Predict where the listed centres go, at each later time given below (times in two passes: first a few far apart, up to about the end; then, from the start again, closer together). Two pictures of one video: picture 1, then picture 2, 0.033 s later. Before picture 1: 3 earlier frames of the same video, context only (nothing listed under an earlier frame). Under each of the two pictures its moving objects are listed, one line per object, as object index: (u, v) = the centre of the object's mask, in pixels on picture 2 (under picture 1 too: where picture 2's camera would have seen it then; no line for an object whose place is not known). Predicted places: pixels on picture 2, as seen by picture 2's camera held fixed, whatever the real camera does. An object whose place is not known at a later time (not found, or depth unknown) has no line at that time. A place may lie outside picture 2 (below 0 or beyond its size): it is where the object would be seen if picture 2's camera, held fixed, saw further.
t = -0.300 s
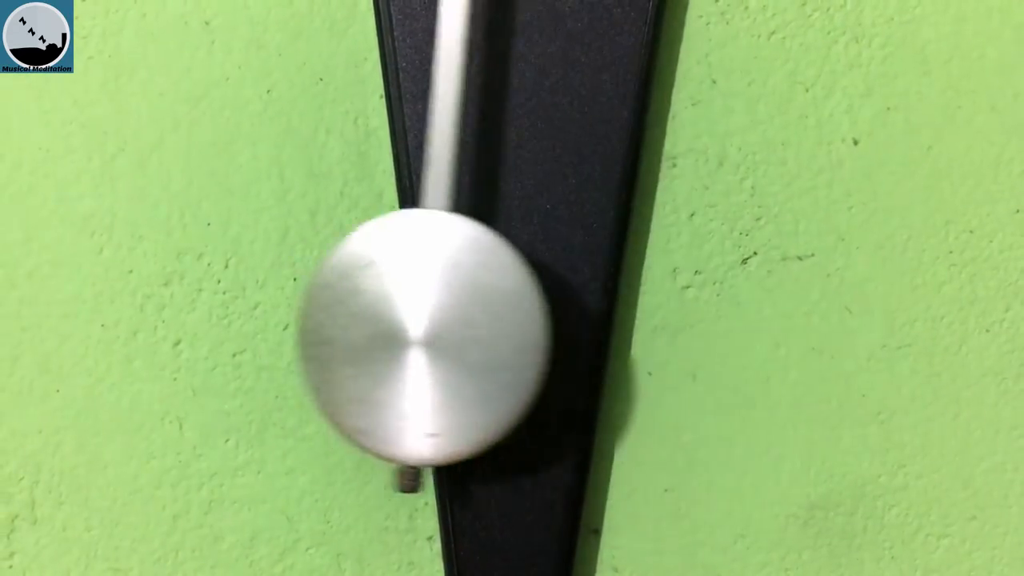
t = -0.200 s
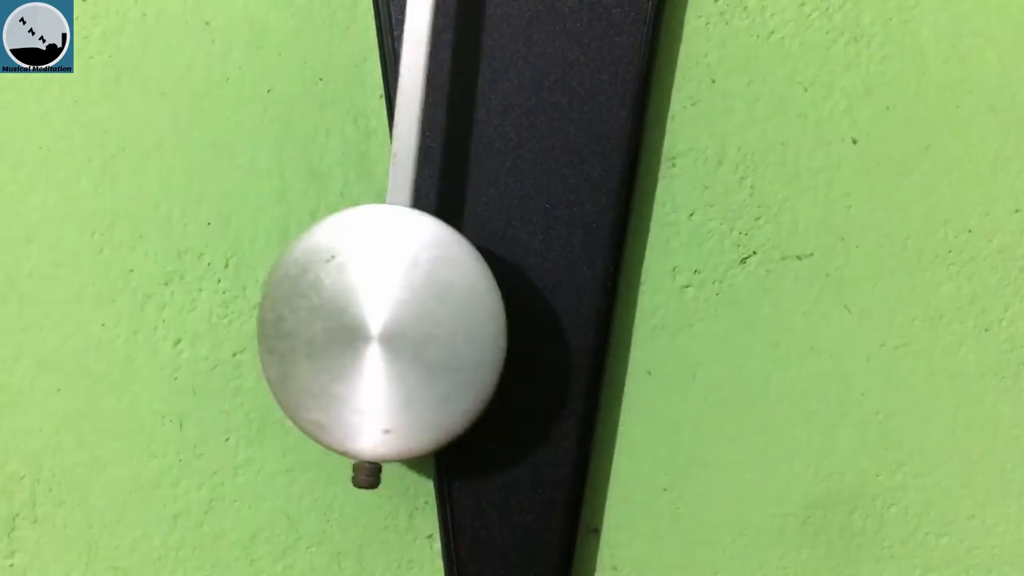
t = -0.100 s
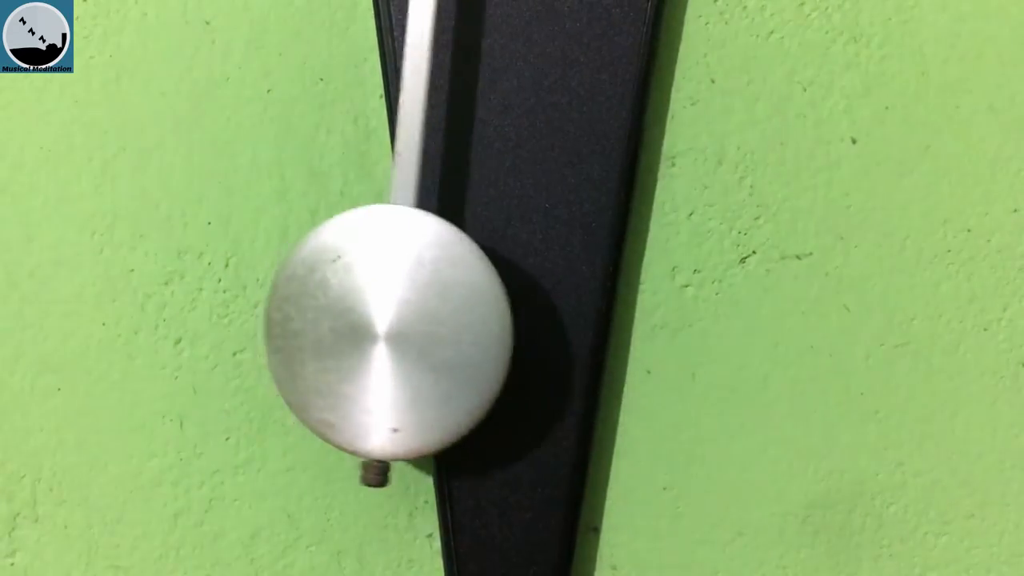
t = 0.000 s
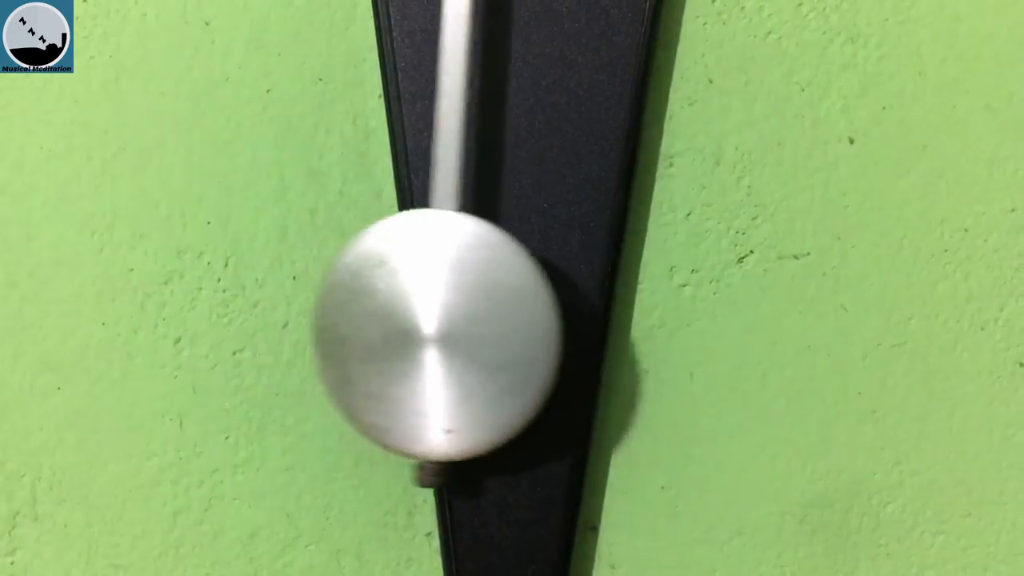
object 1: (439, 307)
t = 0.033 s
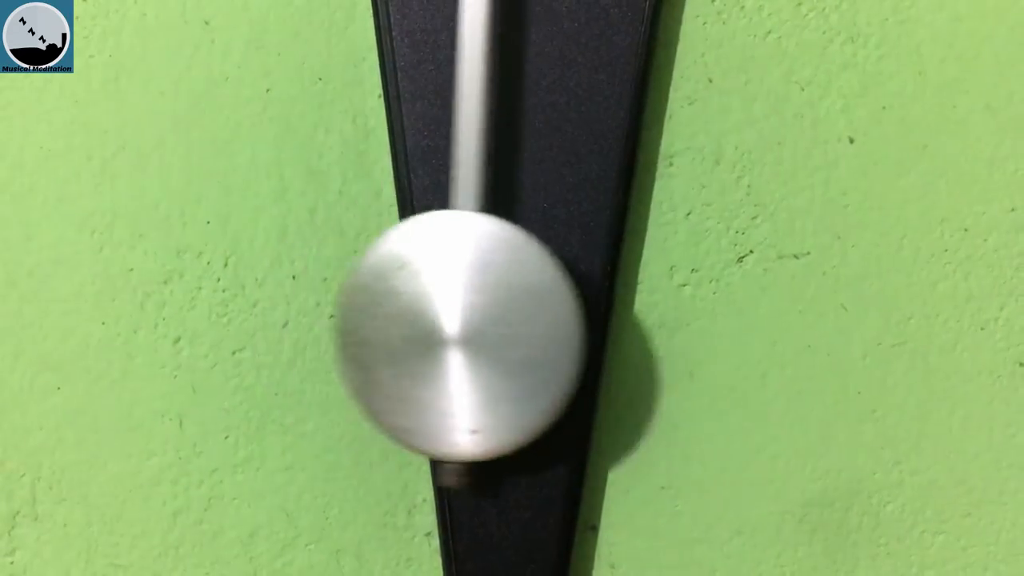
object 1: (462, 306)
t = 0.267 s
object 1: (638, 309)
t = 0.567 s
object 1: (649, 310)
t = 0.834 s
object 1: (455, 306)
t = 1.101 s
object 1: (402, 307)
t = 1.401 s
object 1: (604, 311)
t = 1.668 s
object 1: (674, 311)
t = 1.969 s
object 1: (485, 309)
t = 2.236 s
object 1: (392, 311)
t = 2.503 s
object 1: (547, 313)
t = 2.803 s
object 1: (680, 312)
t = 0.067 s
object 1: (487, 308)
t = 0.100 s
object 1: (513, 308)
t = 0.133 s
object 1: (538, 309)
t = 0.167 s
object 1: (565, 309)
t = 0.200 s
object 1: (591, 308)
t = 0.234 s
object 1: (616, 309)
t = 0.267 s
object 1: (638, 309)
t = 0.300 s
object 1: (657, 309)
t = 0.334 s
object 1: (673, 309)
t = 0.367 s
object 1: (684, 309)
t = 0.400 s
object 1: (691, 310)
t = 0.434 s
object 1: (692, 310)
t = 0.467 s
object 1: (688, 310)
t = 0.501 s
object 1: (679, 310)
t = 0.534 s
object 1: (666, 310)
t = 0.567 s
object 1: (649, 310)
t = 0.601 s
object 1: (628, 310)
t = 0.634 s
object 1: (604, 309)
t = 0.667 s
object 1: (579, 308)
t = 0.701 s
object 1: (552, 309)
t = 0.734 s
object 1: (528, 307)
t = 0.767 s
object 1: (503, 306)
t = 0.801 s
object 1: (478, 306)
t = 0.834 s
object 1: (455, 306)
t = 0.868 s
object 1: (434, 305)
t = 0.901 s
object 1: (418, 303)
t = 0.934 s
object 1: (404, 302)
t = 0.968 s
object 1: (394, 302)
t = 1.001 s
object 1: (390, 300)
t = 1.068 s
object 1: (393, 305)
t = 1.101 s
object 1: (402, 307)
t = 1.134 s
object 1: (416, 307)
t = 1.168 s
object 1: (433, 308)
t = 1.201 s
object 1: (454, 308)
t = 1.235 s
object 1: (478, 310)
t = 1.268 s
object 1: (503, 311)
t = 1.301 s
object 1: (529, 310)
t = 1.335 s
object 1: (553, 312)
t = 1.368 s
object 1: (580, 312)
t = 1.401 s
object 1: (604, 311)
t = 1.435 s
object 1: (626, 312)
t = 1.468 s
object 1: (646, 312)
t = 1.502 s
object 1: (662, 312)
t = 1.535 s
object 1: (674, 312)
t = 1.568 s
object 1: (681, 312)
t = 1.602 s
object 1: (683, 312)
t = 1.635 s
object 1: (681, 311)
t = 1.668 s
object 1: (674, 311)
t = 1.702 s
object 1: (662, 311)
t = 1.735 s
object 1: (646, 311)
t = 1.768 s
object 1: (628, 311)
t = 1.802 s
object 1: (606, 310)
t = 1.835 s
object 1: (582, 310)
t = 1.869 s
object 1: (557, 311)
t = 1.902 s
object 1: (533, 309)
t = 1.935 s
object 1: (509, 309)
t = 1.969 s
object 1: (485, 309)
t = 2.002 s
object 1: (462, 308)
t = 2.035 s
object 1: (441, 307)
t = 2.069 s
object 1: (423, 307)
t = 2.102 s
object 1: (408, 309)
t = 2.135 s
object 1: (397, 310)
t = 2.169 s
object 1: (390, 310)
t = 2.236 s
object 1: (392, 311)
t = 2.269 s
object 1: (401, 311)
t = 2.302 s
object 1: (414, 311)
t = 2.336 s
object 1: (431, 312)
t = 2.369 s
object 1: (450, 312)
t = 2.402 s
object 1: (474, 313)
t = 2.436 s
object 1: (497, 313)
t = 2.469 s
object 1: (523, 313)
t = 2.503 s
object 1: (547, 313)
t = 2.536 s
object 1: (572, 313)
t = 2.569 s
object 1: (596, 313)
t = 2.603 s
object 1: (619, 312)
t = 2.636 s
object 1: (638, 312)
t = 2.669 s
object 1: (655, 313)
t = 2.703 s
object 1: (668, 312)
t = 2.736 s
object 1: (676, 312)
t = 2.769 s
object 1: (680, 312)
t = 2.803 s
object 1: (680, 312)
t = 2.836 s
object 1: (674, 312)
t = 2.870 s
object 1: (664, 312)
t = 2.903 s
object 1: (650, 312)
